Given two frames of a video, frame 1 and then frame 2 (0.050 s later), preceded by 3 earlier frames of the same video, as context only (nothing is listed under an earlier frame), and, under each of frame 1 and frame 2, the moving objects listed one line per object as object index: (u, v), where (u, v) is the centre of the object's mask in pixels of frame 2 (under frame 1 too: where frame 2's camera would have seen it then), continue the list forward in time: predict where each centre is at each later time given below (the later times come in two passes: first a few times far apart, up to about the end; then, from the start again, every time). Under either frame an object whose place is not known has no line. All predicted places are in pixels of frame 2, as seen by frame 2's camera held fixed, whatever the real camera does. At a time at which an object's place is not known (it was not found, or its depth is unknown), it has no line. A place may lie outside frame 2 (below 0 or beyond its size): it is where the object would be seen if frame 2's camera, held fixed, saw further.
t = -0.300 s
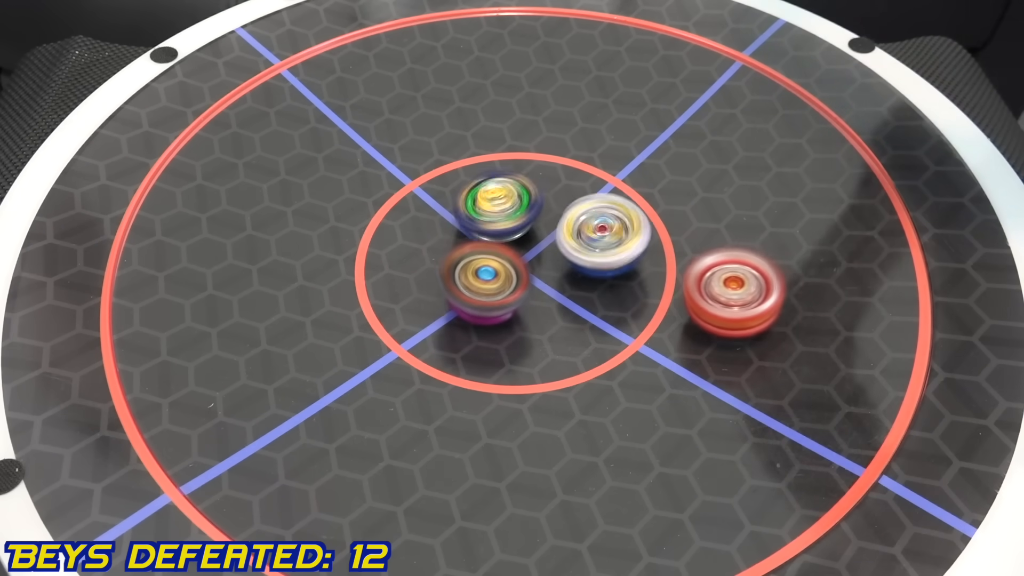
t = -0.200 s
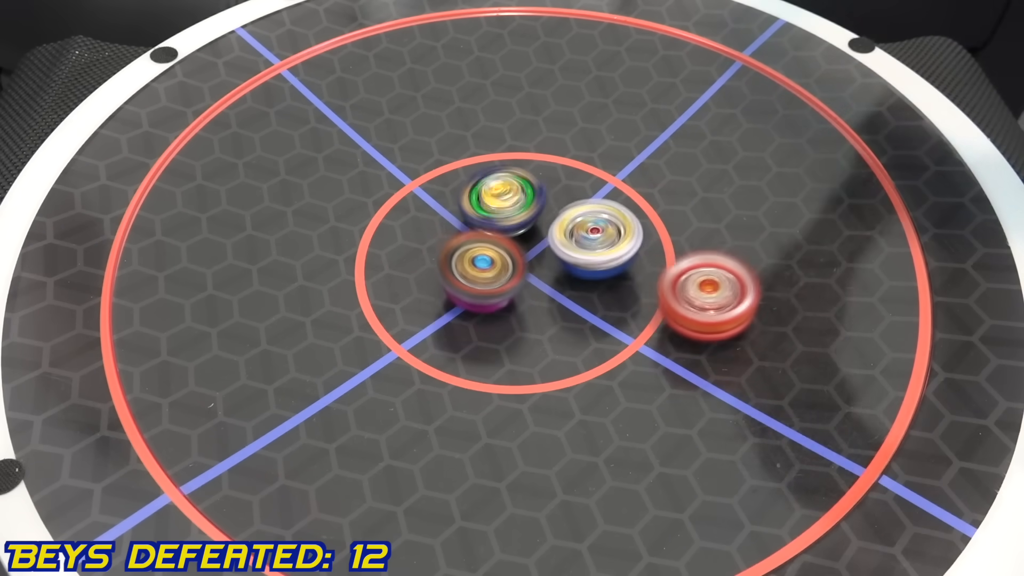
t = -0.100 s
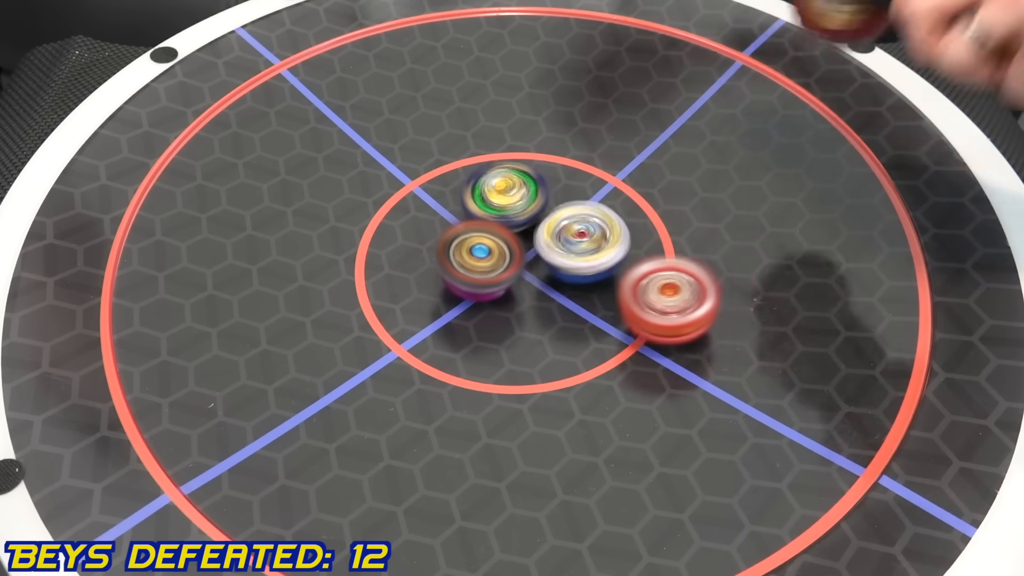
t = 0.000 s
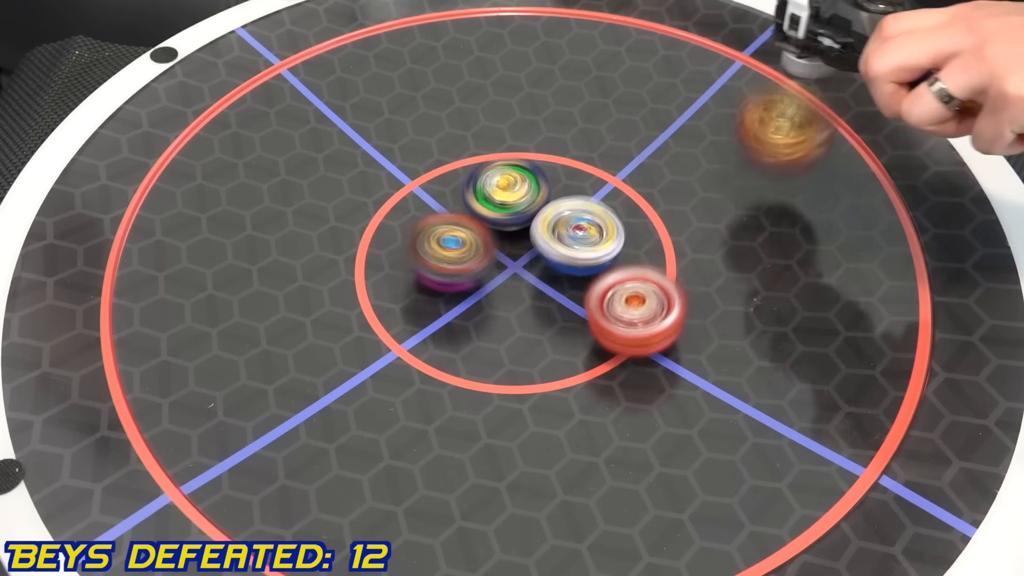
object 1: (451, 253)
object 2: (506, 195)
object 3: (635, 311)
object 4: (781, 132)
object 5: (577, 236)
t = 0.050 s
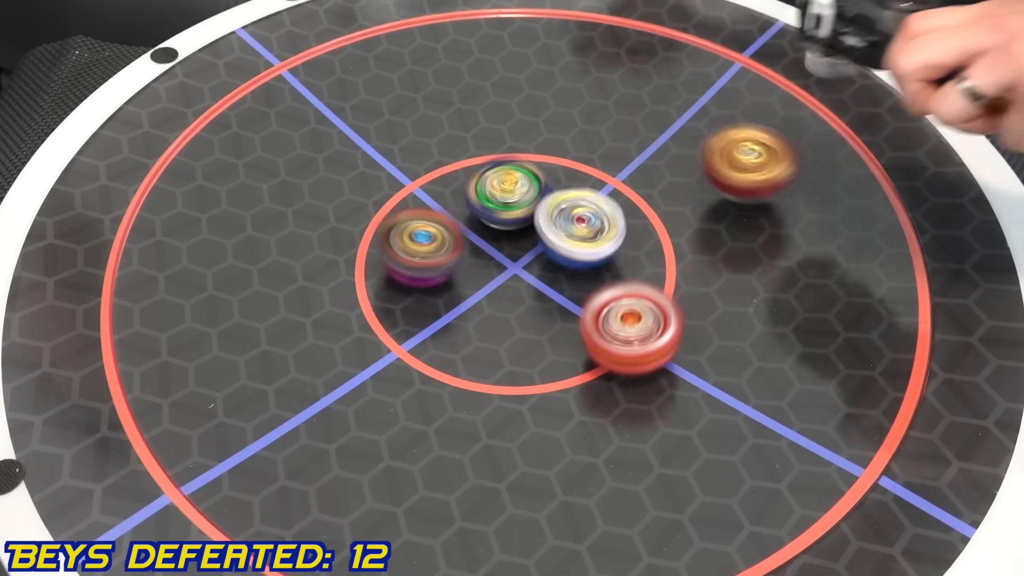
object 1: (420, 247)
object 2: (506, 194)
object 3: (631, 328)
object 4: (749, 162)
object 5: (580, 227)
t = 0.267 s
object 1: (391, 236)
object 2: (477, 153)
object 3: (614, 377)
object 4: (652, 127)
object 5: (478, 278)
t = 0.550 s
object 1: (381, 219)
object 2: (479, 143)
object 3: (610, 428)
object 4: (550, 78)
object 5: (307, 365)
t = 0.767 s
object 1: (378, 217)
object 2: (410, 157)
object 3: (612, 405)
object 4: (561, 99)
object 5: (300, 404)
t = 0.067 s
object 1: (413, 245)
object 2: (505, 193)
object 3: (630, 333)
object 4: (735, 157)
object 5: (580, 225)
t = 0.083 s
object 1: (408, 243)
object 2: (501, 190)
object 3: (629, 337)
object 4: (720, 156)
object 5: (587, 225)
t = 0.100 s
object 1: (403, 242)
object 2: (496, 185)
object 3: (628, 342)
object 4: (707, 160)
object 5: (593, 227)
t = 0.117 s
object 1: (400, 241)
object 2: (493, 180)
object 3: (626, 346)
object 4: (691, 164)
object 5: (596, 227)
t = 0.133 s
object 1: (398, 240)
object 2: (489, 177)
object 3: (625, 349)
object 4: (675, 167)
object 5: (598, 229)
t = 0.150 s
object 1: (396, 239)
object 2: (487, 173)
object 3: (623, 352)
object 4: (659, 166)
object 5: (599, 228)
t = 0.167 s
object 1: (395, 239)
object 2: (484, 169)
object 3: (622, 355)
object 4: (645, 166)
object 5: (600, 229)
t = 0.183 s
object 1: (395, 238)
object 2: (483, 166)
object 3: (621, 358)
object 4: (641, 165)
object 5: (583, 239)
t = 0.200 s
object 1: (394, 238)
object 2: (480, 163)
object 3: (620, 361)
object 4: (645, 157)
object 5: (559, 248)
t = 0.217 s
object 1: (393, 238)
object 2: (480, 160)
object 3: (619, 365)
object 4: (649, 150)
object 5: (535, 255)
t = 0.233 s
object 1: (393, 237)
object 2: (479, 157)
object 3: (617, 368)
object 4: (651, 142)
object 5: (515, 264)
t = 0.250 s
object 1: (392, 237)
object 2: (479, 155)
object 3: (615, 373)
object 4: (652, 135)
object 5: (496, 271)
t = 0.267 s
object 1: (391, 236)
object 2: (477, 153)
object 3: (614, 377)
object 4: (652, 127)
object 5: (478, 278)
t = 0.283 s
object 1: (390, 236)
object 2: (477, 151)
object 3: (612, 381)
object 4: (650, 121)
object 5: (460, 284)
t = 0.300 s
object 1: (389, 236)
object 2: (475, 149)
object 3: (611, 385)
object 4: (648, 114)
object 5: (444, 288)
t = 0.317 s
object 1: (388, 235)
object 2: (476, 148)
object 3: (609, 389)
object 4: (646, 108)
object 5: (427, 294)
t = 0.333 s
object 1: (387, 235)
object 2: (474, 146)
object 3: (608, 393)
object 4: (643, 101)
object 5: (413, 298)
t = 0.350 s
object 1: (386, 235)
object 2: (475, 145)
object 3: (607, 396)
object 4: (639, 97)
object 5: (400, 303)
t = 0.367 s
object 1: (385, 235)
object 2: (474, 145)
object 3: (606, 401)
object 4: (634, 91)
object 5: (387, 308)
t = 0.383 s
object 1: (385, 233)
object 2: (475, 144)
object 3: (605, 405)
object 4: (628, 87)
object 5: (374, 314)
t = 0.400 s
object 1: (384, 231)
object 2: (475, 144)
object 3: (605, 409)
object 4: (622, 83)
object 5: (363, 319)
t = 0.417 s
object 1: (384, 230)
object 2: (476, 144)
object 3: (605, 412)
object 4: (615, 79)
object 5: (354, 323)
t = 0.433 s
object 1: (384, 229)
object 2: (475, 144)
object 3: (605, 416)
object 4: (608, 76)
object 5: (346, 327)
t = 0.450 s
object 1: (383, 228)
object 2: (476, 144)
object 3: (605, 419)
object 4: (600, 75)
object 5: (337, 332)
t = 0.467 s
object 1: (383, 226)
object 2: (475, 143)
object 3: (606, 422)
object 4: (592, 73)
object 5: (331, 338)
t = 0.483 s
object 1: (382, 225)
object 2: (476, 143)
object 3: (606, 425)
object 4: (584, 72)
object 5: (325, 343)
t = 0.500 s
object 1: (382, 223)
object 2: (476, 143)
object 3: (607, 427)
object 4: (575, 72)
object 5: (320, 348)
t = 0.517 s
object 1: (381, 222)
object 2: (478, 143)
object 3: (608, 427)
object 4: (566, 74)
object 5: (314, 354)
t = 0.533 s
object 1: (381, 220)
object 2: (478, 142)
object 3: (609, 428)
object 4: (558, 75)
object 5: (310, 360)
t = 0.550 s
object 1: (381, 219)
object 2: (479, 143)
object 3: (610, 428)
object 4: (550, 78)
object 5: (307, 365)
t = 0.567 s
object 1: (380, 218)
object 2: (478, 142)
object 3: (610, 427)
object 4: (542, 81)
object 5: (305, 369)
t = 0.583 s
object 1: (380, 217)
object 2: (477, 143)
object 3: (611, 426)
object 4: (534, 85)
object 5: (303, 372)
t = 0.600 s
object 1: (380, 216)
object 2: (472, 145)
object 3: (612, 425)
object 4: (532, 88)
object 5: (302, 376)
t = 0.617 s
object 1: (380, 215)
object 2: (463, 148)
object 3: (612, 424)
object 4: (534, 90)
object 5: (301, 380)
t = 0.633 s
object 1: (380, 215)
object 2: (454, 151)
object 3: (613, 422)
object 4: (537, 91)
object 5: (300, 384)
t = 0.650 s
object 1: (381, 214)
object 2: (445, 154)
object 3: (613, 420)
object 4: (541, 93)
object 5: (300, 387)
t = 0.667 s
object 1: (382, 213)
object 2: (438, 155)
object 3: (614, 417)
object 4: (544, 94)
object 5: (300, 390)
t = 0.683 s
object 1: (382, 212)
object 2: (433, 157)
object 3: (614, 416)
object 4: (547, 95)
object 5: (301, 393)
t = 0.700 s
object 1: (383, 211)
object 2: (427, 157)
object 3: (614, 413)
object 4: (550, 96)
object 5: (300, 396)
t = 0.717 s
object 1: (381, 213)
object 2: (422, 157)
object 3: (614, 411)
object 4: (554, 97)
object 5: (300, 399)
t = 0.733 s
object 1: (379, 214)
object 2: (419, 157)
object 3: (614, 408)
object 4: (557, 98)
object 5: (300, 401)
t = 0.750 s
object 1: (379, 216)
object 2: (414, 157)
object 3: (613, 407)
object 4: (559, 99)
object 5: (300, 403)
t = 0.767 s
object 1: (378, 217)
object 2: (410, 157)
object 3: (612, 405)
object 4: (561, 99)
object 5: (300, 404)
